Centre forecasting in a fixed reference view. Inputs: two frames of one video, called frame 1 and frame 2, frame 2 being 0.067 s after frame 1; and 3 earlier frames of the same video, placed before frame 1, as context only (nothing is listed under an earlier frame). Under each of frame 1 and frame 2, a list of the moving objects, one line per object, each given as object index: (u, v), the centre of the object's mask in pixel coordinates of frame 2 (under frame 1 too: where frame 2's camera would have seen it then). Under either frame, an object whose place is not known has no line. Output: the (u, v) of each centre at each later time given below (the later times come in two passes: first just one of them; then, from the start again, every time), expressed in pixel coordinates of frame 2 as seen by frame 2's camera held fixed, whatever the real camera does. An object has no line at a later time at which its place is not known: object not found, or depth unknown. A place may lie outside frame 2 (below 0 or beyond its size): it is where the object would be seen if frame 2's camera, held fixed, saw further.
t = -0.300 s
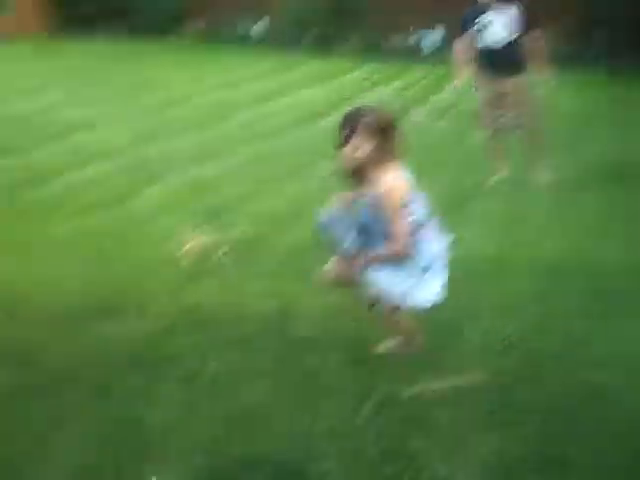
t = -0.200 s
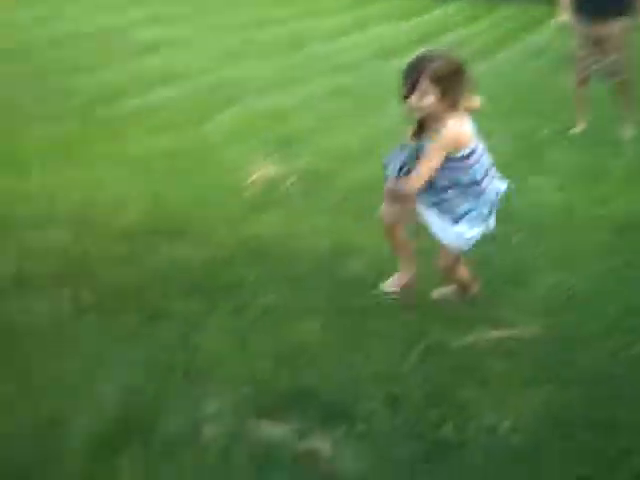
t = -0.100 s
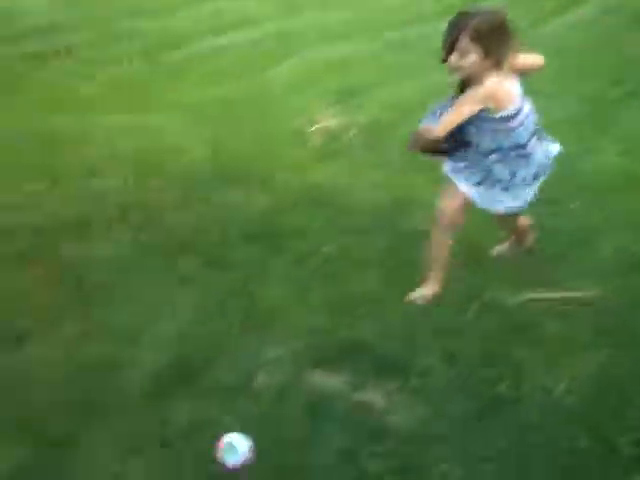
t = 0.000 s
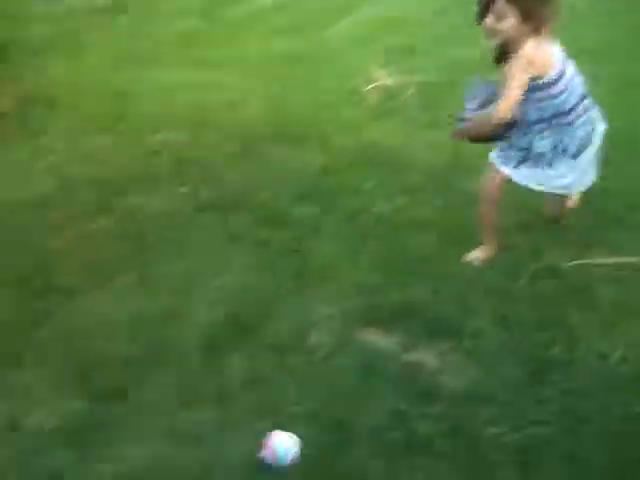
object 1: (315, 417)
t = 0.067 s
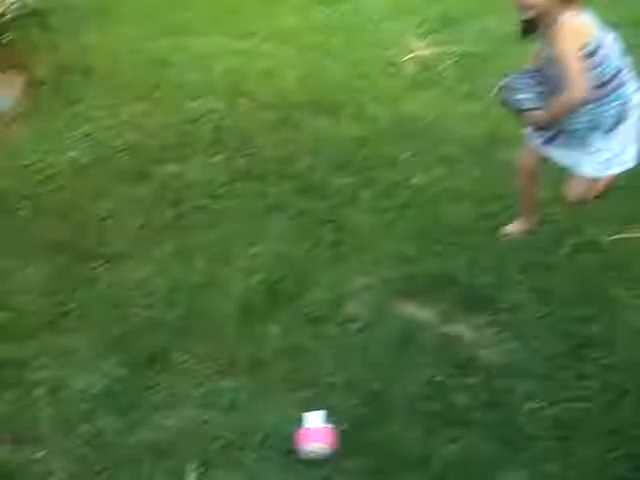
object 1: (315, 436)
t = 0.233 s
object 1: (315, 461)
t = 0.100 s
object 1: (315, 440)
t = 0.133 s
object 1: (313, 446)
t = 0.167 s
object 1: (312, 450)
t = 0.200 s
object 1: (312, 459)
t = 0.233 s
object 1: (315, 461)
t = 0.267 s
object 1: (314, 462)
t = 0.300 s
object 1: (313, 464)
